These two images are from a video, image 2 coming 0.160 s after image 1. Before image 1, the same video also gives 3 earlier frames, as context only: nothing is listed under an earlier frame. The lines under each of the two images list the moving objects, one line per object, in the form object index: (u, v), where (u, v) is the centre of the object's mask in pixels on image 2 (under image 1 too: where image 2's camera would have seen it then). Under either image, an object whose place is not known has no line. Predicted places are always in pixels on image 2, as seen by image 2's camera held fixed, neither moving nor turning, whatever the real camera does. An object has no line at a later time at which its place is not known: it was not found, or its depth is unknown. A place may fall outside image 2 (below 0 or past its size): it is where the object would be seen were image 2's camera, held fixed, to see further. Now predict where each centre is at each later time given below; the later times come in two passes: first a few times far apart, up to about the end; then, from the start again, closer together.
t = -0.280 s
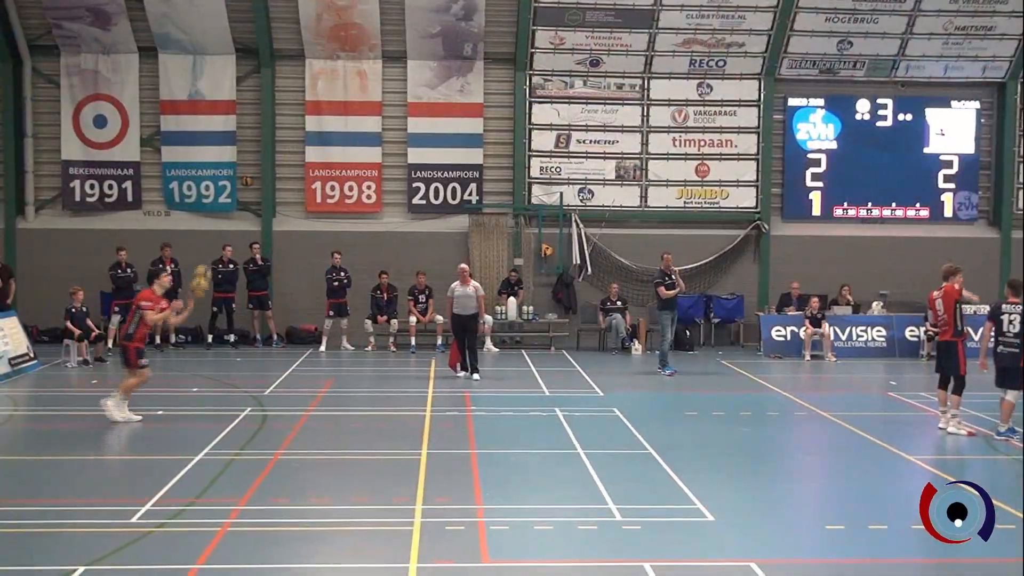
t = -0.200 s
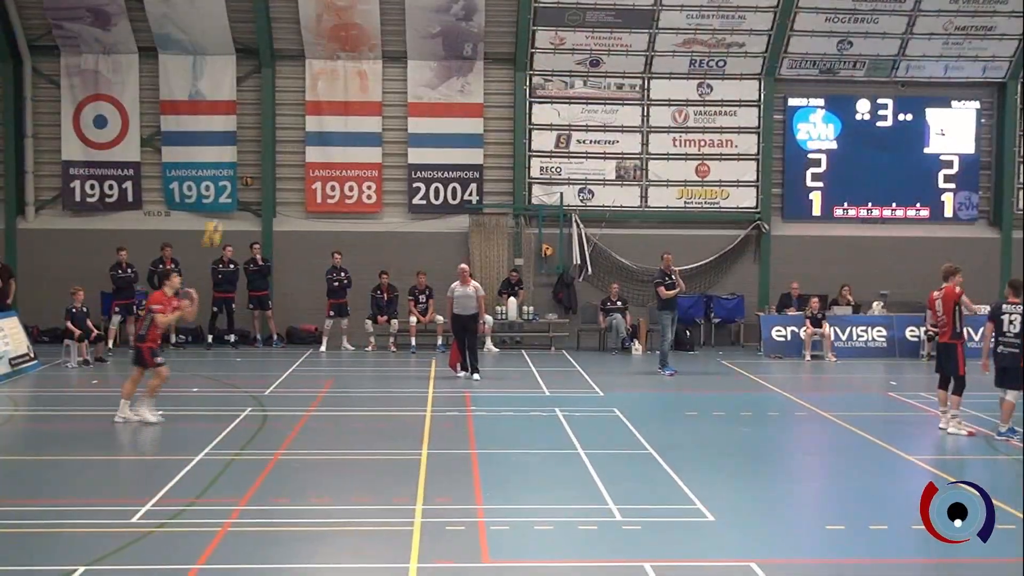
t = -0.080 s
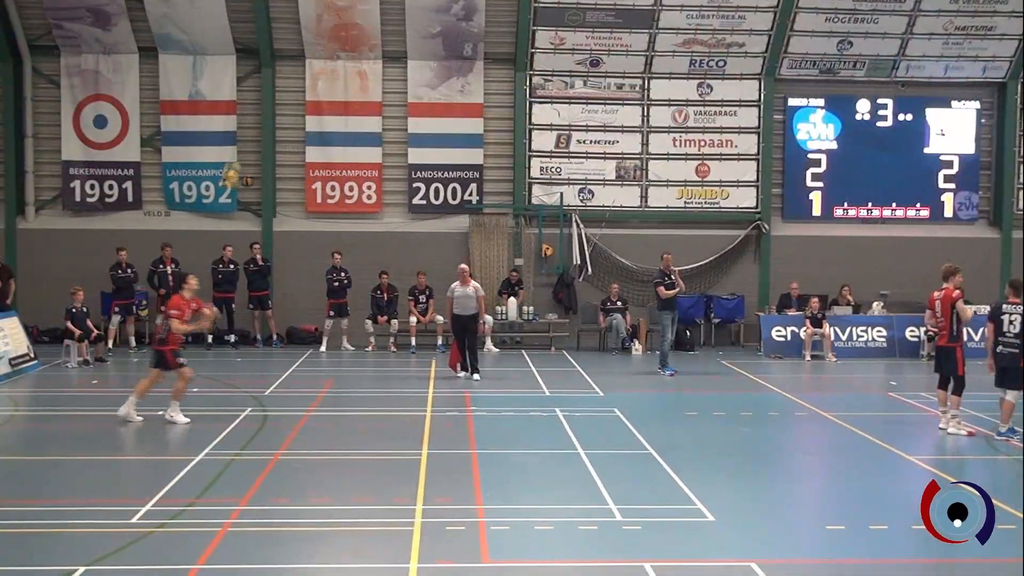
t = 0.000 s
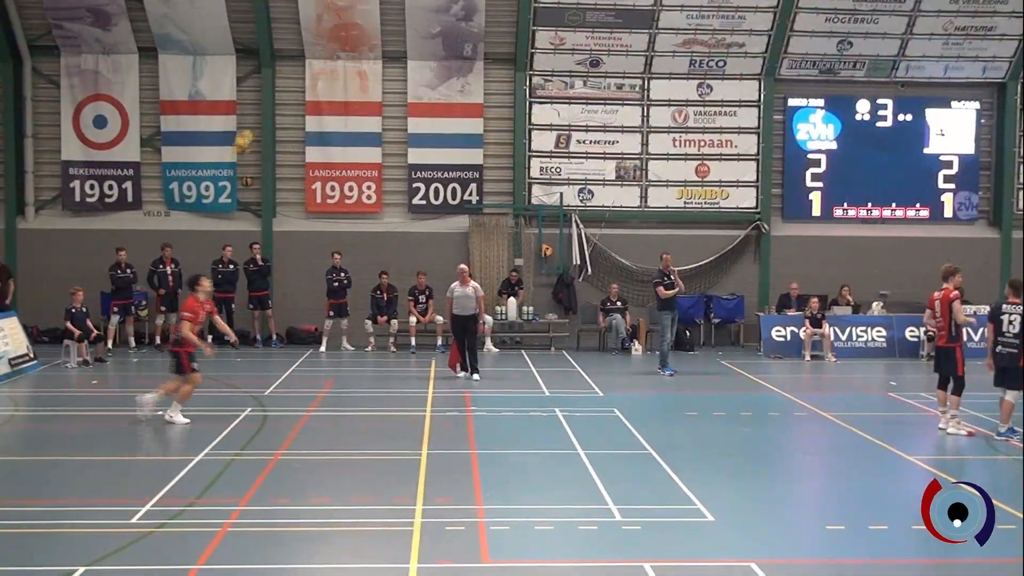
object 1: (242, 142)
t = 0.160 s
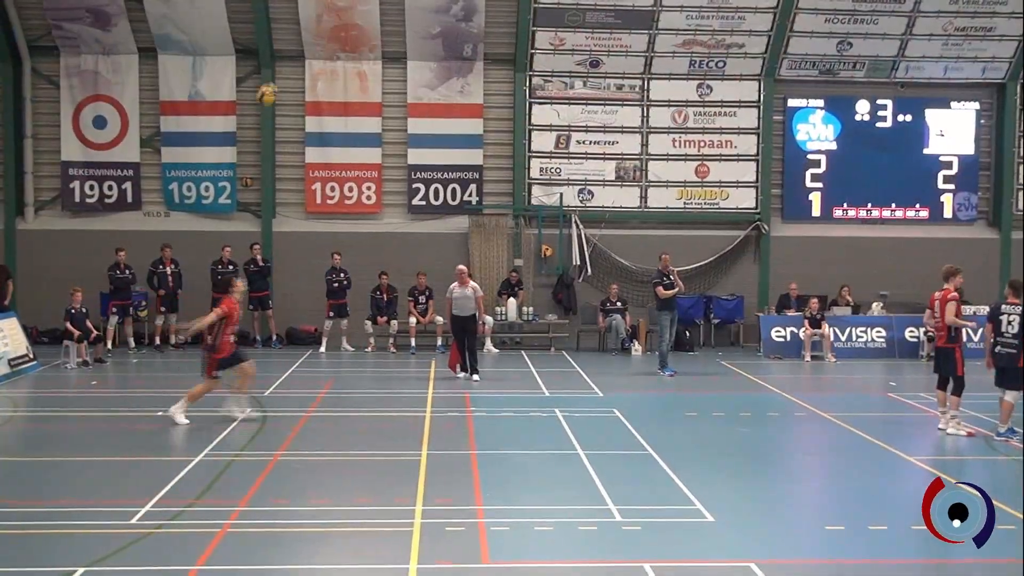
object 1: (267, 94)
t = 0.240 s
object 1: (279, 77)
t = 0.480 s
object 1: (316, 60)
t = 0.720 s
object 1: (352, 91)
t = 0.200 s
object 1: (272, 85)
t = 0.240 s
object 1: (279, 77)
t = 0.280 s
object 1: (285, 70)
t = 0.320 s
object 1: (293, 65)
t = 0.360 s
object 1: (298, 62)
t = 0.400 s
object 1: (304, 60)
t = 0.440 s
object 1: (310, 60)
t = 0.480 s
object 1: (316, 60)
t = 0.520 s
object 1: (322, 61)
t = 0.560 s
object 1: (329, 64)
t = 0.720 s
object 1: (352, 91)
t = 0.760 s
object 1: (357, 100)
